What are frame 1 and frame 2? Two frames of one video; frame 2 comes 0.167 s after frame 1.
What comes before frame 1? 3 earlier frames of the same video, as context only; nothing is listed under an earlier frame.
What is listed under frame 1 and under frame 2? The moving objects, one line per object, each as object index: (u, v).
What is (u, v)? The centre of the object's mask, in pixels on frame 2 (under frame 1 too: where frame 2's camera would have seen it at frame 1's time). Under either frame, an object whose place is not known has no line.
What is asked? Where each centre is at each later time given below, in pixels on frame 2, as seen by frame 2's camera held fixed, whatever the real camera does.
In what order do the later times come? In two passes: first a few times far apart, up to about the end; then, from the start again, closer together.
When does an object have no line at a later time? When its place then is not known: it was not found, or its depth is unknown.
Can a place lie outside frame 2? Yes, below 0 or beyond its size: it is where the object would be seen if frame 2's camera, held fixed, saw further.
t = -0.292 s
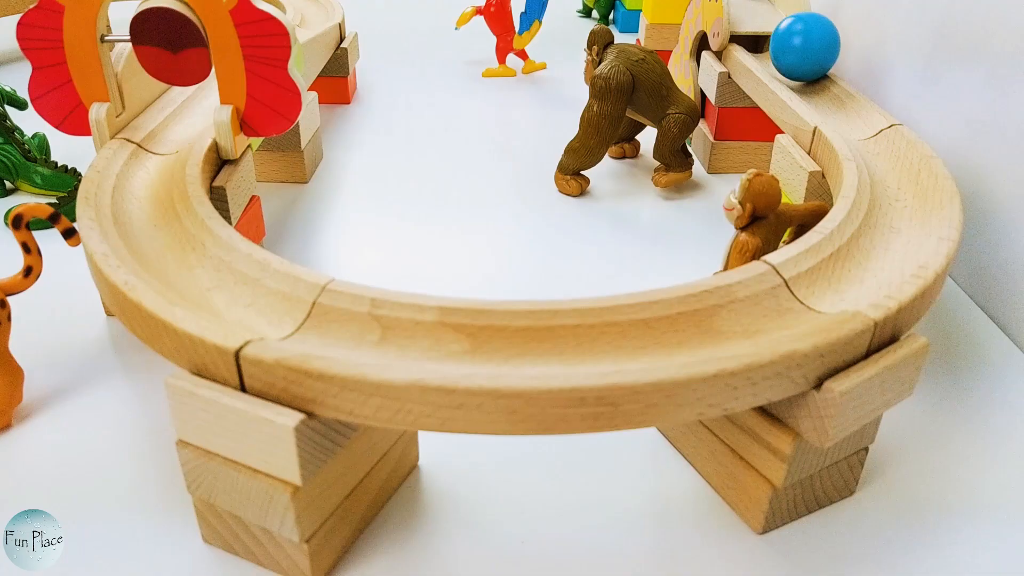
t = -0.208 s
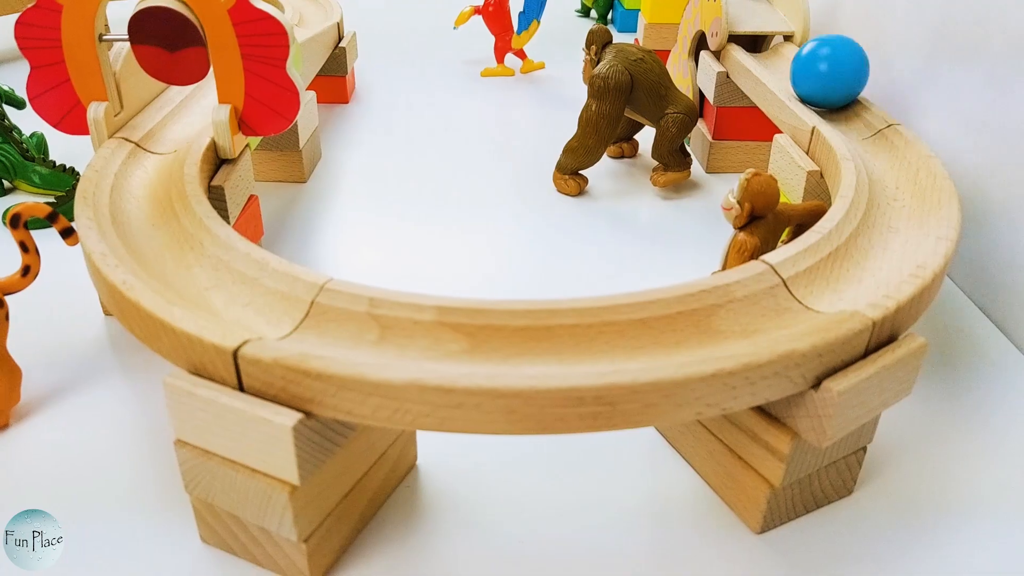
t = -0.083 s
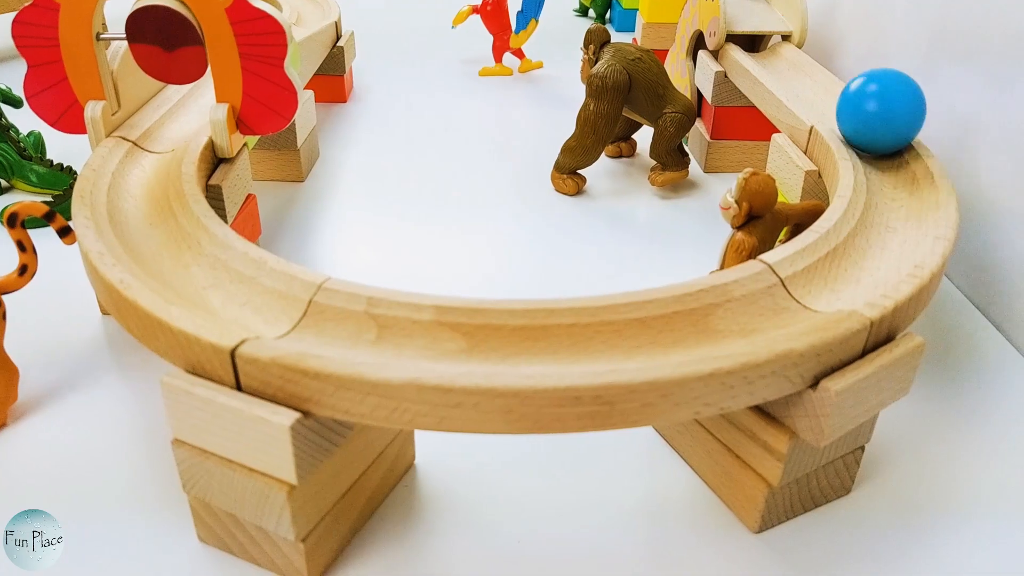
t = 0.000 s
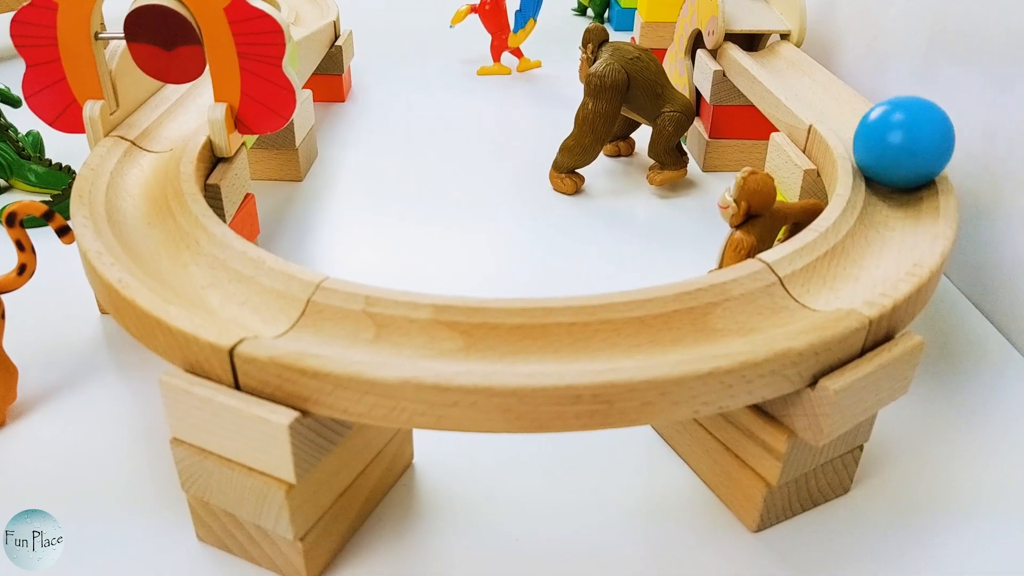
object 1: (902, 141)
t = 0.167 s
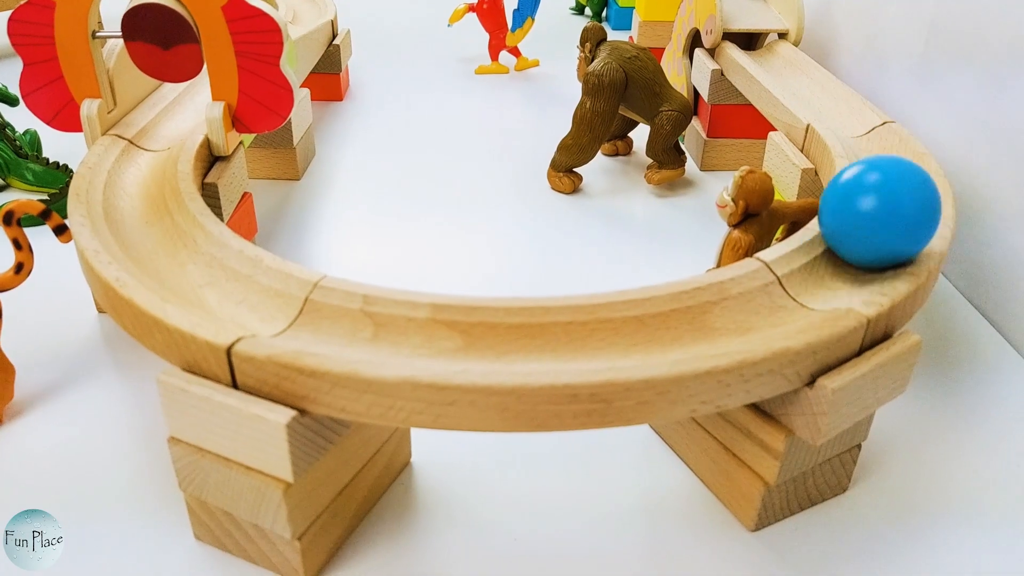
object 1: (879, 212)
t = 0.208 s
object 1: (859, 230)
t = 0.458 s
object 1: (631, 294)
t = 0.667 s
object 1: (406, 292)
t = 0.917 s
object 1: (220, 250)
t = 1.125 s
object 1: (146, 202)
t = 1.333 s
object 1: (123, 158)
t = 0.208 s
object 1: (859, 230)
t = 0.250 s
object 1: (829, 245)
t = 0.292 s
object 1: (797, 256)
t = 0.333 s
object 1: (759, 270)
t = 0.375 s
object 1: (720, 280)
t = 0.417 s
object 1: (676, 288)
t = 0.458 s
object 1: (631, 294)
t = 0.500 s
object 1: (584, 298)
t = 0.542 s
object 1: (537, 298)
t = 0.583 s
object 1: (492, 297)
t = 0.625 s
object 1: (448, 295)
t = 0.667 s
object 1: (406, 292)
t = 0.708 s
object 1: (367, 288)
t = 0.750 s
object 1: (332, 283)
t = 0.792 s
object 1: (298, 277)
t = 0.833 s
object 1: (267, 270)
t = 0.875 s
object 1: (241, 261)
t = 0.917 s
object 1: (220, 250)
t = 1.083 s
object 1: (156, 211)
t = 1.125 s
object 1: (146, 202)
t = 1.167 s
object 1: (137, 193)
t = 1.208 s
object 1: (131, 185)
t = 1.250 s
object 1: (126, 176)
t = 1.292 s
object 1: (123, 167)
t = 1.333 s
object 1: (123, 158)
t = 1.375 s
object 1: (124, 150)
